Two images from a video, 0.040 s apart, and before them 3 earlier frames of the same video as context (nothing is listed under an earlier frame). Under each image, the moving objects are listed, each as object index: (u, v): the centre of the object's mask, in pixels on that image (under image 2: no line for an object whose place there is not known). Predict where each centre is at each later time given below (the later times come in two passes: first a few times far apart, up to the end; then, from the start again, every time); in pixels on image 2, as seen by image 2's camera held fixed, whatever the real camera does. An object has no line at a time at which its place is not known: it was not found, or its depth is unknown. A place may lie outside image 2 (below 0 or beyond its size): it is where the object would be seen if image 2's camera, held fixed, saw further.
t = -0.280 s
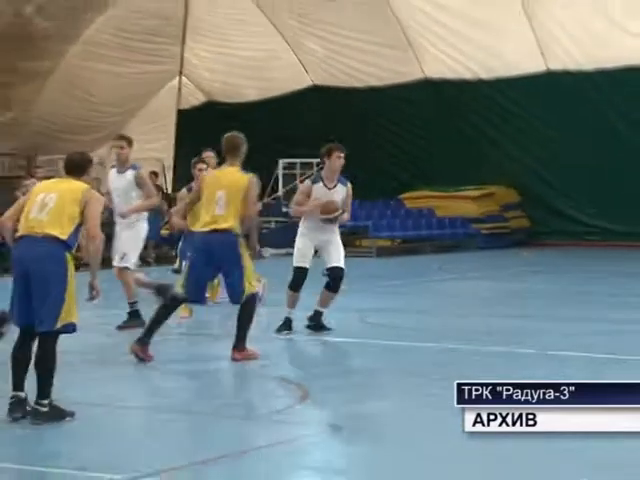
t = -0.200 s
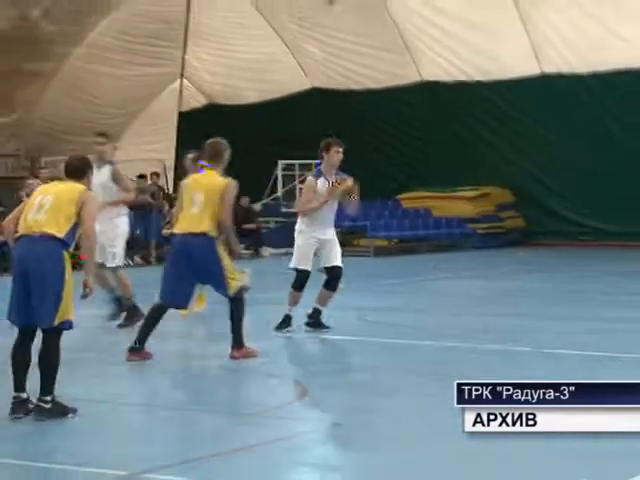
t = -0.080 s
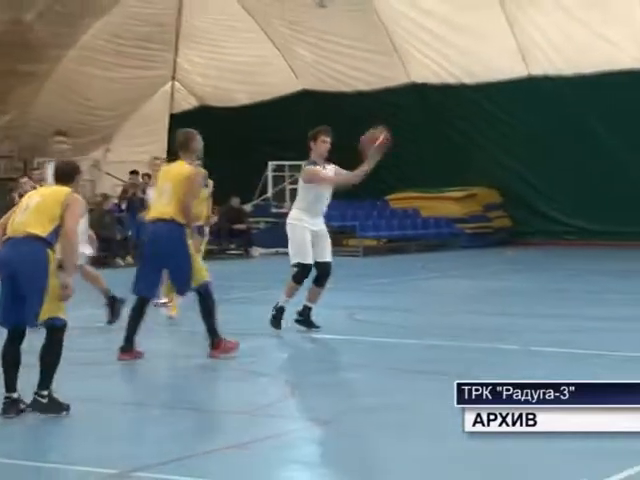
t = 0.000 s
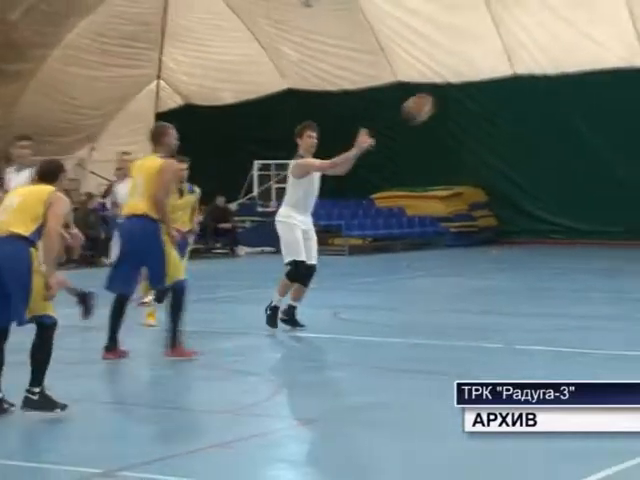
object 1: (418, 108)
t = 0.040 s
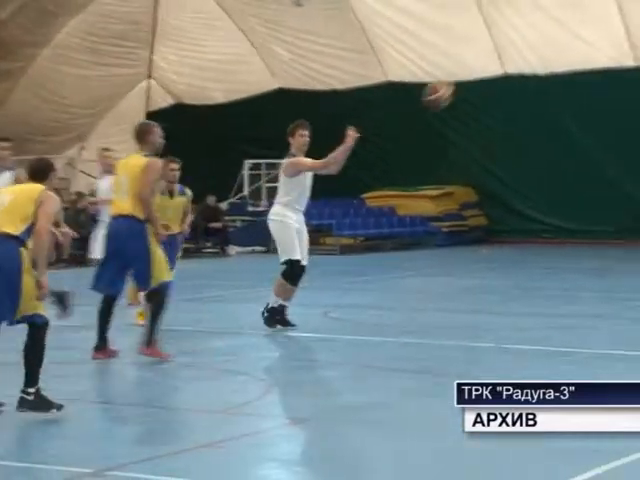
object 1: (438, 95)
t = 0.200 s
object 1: (565, 50)
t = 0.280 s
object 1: (633, 37)
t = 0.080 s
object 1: (470, 81)
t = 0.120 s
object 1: (500, 70)
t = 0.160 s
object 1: (532, 59)
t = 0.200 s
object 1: (565, 50)
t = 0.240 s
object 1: (598, 43)
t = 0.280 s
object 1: (633, 37)
